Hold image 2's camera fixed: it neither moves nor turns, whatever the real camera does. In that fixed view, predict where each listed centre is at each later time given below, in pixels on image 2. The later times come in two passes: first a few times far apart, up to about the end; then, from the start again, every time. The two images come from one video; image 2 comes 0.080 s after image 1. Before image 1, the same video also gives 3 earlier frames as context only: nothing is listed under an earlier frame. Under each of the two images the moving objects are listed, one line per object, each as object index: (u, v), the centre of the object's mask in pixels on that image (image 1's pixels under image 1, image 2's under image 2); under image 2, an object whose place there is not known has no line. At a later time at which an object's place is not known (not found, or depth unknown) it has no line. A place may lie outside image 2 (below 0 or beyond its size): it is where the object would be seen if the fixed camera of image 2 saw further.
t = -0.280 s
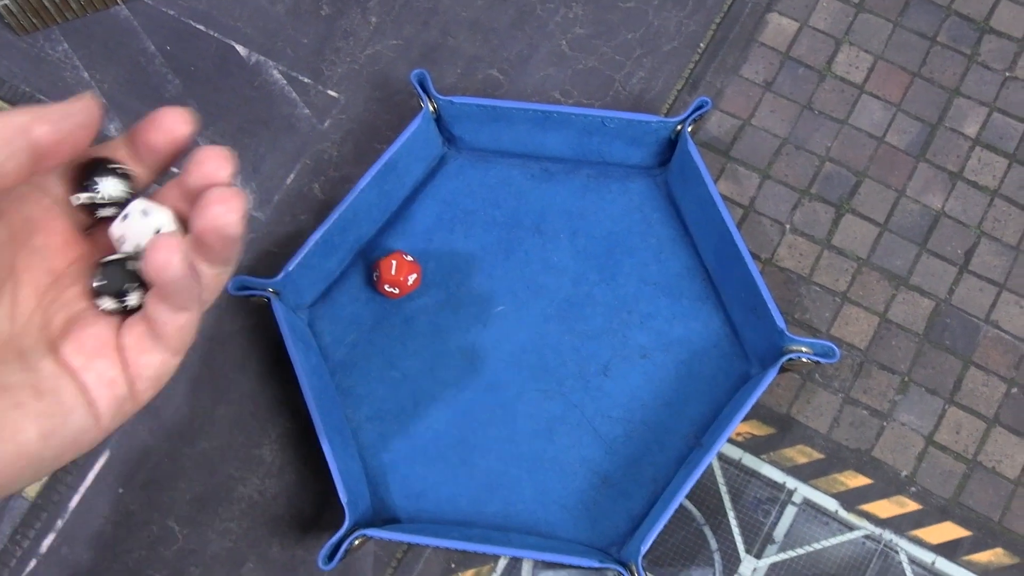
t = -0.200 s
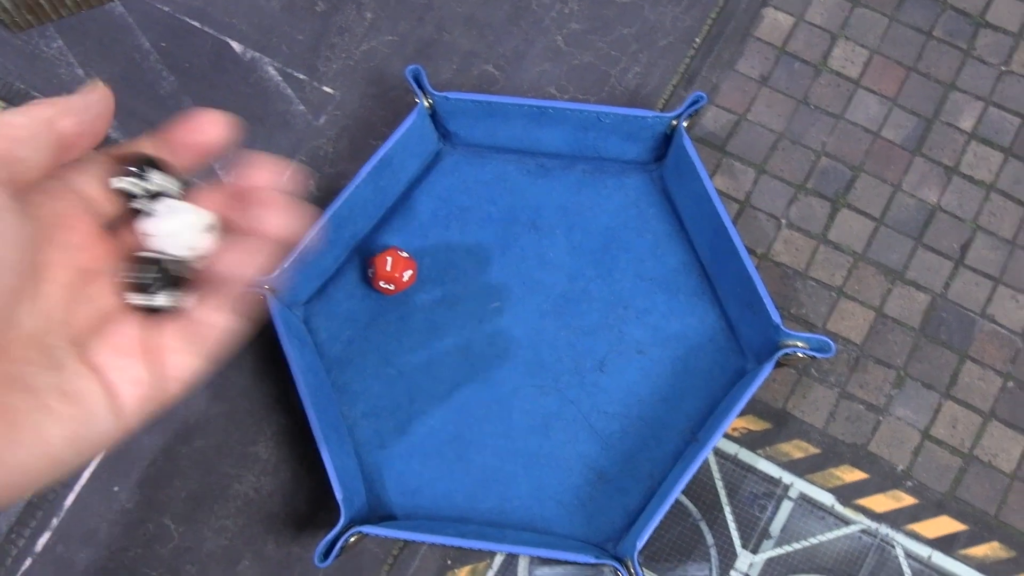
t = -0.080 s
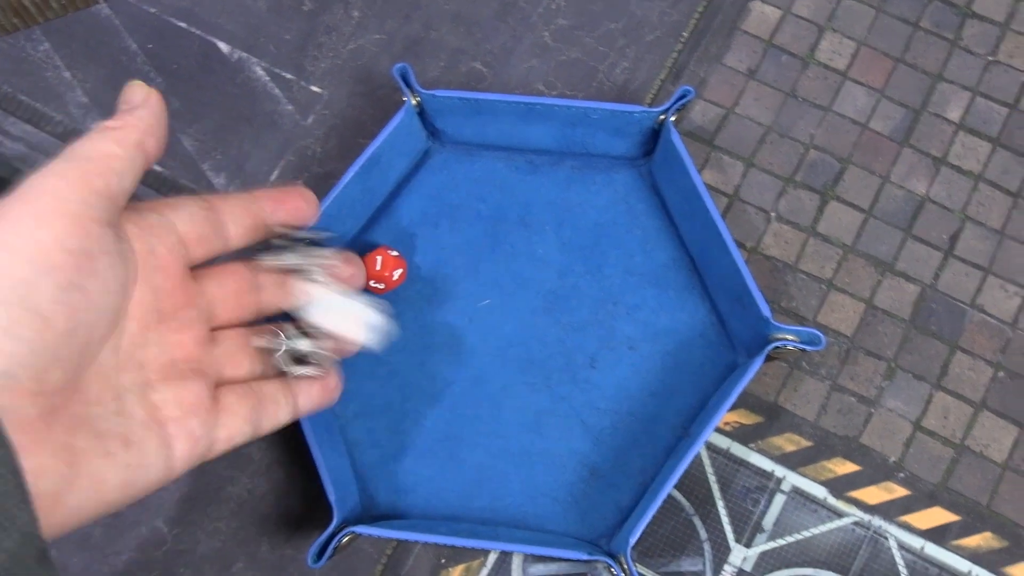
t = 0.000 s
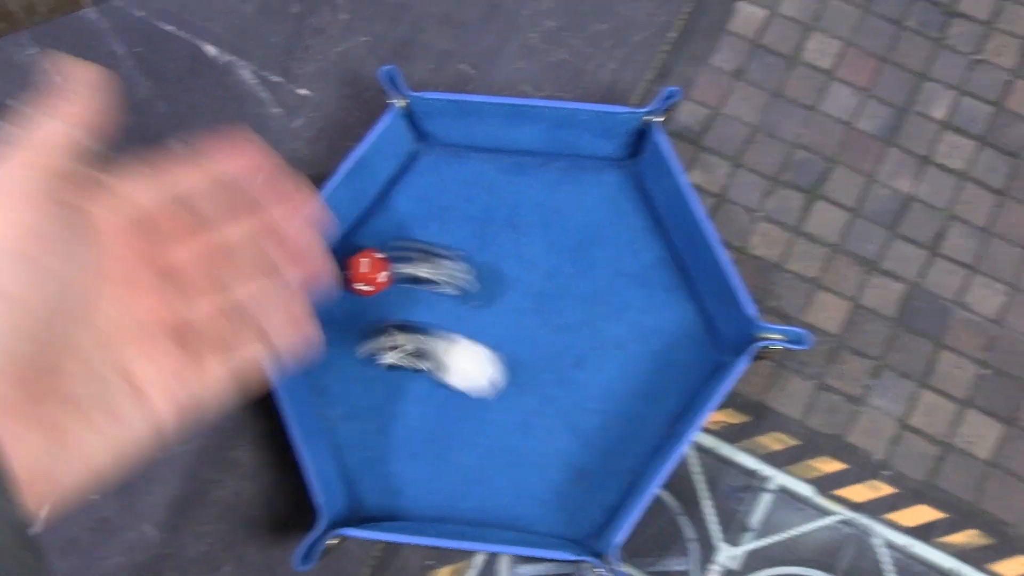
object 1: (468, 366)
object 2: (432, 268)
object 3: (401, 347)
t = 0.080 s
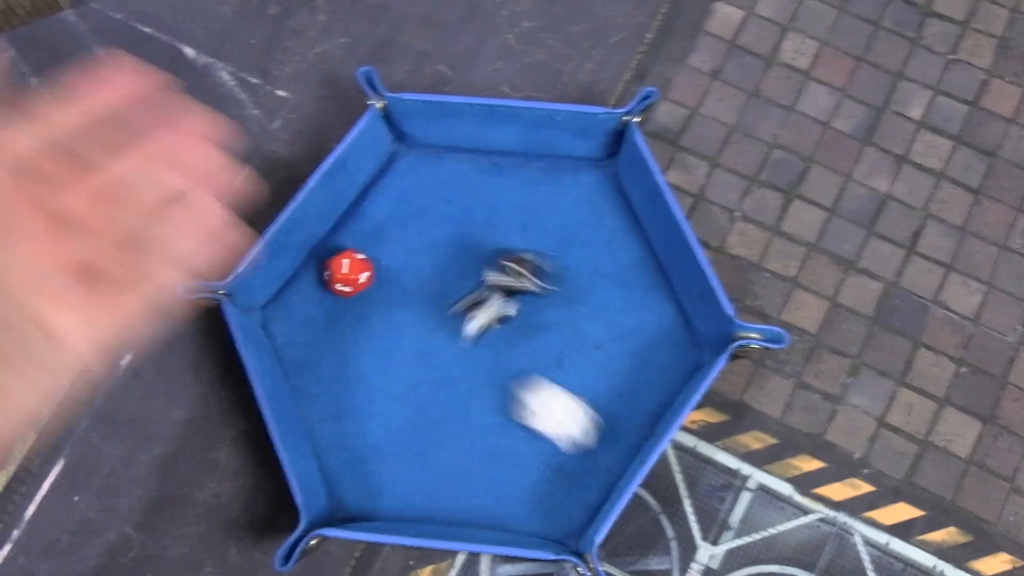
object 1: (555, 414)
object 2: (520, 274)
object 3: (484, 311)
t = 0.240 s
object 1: (603, 424)
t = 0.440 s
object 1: (605, 418)
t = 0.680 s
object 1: (605, 419)
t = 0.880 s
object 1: (606, 419)
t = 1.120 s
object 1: (605, 419)
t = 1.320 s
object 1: (605, 419)
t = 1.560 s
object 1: (605, 419)
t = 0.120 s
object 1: (599, 438)
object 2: (581, 272)
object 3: (522, 294)
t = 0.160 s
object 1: (611, 440)
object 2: (637, 276)
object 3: (553, 285)
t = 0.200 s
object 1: (604, 430)
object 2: (655, 281)
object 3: (584, 263)
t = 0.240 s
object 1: (603, 424)
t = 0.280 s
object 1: (606, 421)
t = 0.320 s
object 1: (609, 420)
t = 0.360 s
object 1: (607, 420)
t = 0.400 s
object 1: (604, 418)
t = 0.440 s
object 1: (605, 418)
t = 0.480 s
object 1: (605, 419)
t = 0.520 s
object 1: (605, 418)
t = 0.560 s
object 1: (605, 419)
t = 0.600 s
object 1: (605, 419)
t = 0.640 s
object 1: (605, 419)
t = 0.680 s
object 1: (605, 419)
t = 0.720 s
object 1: (605, 419)
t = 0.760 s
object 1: (606, 419)
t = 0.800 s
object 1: (606, 419)
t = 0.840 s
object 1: (606, 419)
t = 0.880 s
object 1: (606, 419)
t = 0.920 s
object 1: (605, 419)
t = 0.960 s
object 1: (605, 419)
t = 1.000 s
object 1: (605, 419)
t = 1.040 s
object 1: (606, 419)
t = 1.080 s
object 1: (606, 419)
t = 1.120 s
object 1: (605, 419)
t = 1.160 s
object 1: (605, 419)
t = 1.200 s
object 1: (605, 419)
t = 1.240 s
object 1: (605, 419)
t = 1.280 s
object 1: (605, 419)
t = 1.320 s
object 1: (605, 419)
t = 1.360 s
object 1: (605, 419)
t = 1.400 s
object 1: (605, 419)
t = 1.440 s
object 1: (605, 419)
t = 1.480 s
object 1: (605, 419)
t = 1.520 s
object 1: (605, 419)
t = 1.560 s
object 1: (605, 419)
